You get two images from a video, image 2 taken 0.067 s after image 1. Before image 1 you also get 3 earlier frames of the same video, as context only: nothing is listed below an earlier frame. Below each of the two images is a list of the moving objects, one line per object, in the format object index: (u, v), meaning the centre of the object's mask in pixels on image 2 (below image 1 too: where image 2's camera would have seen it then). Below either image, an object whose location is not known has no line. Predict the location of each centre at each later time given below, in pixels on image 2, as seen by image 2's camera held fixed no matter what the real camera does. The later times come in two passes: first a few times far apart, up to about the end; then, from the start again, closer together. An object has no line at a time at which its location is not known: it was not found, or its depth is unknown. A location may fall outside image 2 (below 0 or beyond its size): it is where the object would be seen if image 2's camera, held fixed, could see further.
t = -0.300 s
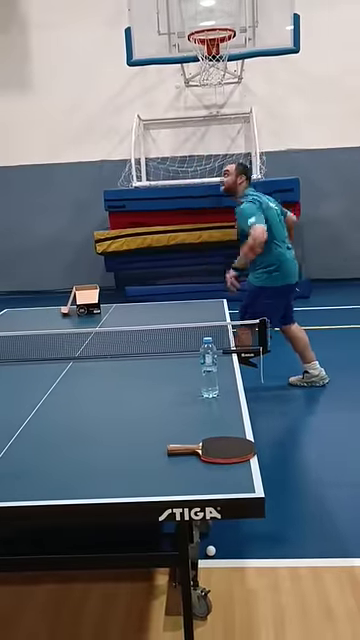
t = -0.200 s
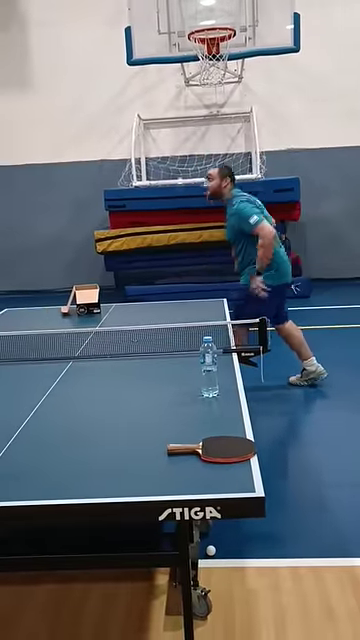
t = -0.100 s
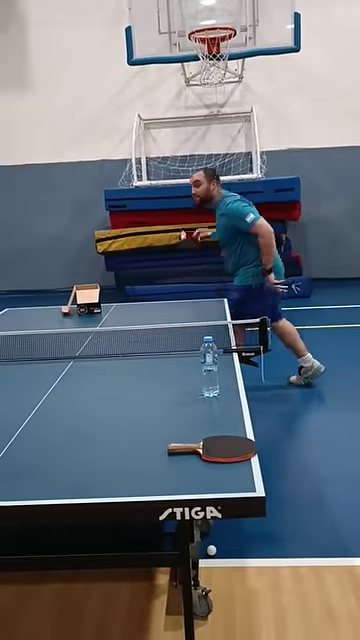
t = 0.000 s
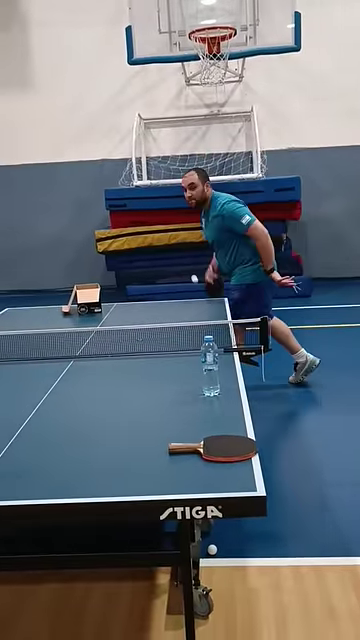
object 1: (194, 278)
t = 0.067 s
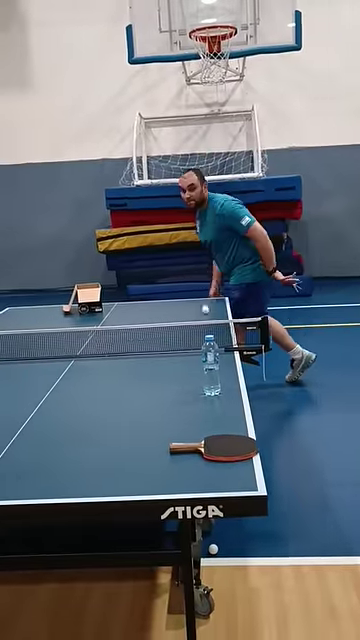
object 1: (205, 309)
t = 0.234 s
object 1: (220, 302)
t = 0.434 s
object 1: (238, 371)
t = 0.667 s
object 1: (208, 400)
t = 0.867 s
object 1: (168, 420)
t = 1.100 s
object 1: (124, 445)
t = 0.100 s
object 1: (208, 306)
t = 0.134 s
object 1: (211, 303)
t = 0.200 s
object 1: (217, 300)
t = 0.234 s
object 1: (220, 302)
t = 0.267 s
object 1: (223, 306)
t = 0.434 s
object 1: (238, 371)
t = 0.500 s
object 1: (244, 431)
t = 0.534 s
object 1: (240, 430)
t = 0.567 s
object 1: (232, 417)
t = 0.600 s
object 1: (223, 408)
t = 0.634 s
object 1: (215, 402)
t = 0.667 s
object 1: (208, 400)
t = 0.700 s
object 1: (201, 402)
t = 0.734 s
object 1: (194, 406)
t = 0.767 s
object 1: (188, 415)
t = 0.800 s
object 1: (181, 427)
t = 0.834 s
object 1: (175, 430)
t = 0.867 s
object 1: (168, 420)
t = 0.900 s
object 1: (161, 413)
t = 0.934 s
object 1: (154, 410)
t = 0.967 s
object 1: (147, 410)
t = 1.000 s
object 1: (141, 413)
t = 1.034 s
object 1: (135, 420)
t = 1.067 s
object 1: (129, 430)
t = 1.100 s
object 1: (124, 445)
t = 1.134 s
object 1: (117, 448)
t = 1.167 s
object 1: (108, 442)
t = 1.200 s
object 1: (100, 440)
